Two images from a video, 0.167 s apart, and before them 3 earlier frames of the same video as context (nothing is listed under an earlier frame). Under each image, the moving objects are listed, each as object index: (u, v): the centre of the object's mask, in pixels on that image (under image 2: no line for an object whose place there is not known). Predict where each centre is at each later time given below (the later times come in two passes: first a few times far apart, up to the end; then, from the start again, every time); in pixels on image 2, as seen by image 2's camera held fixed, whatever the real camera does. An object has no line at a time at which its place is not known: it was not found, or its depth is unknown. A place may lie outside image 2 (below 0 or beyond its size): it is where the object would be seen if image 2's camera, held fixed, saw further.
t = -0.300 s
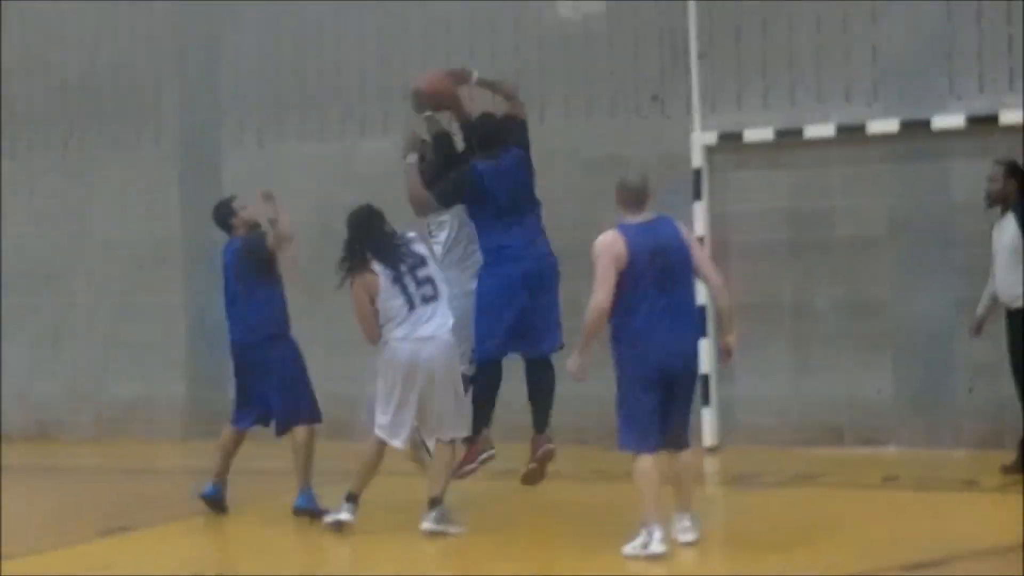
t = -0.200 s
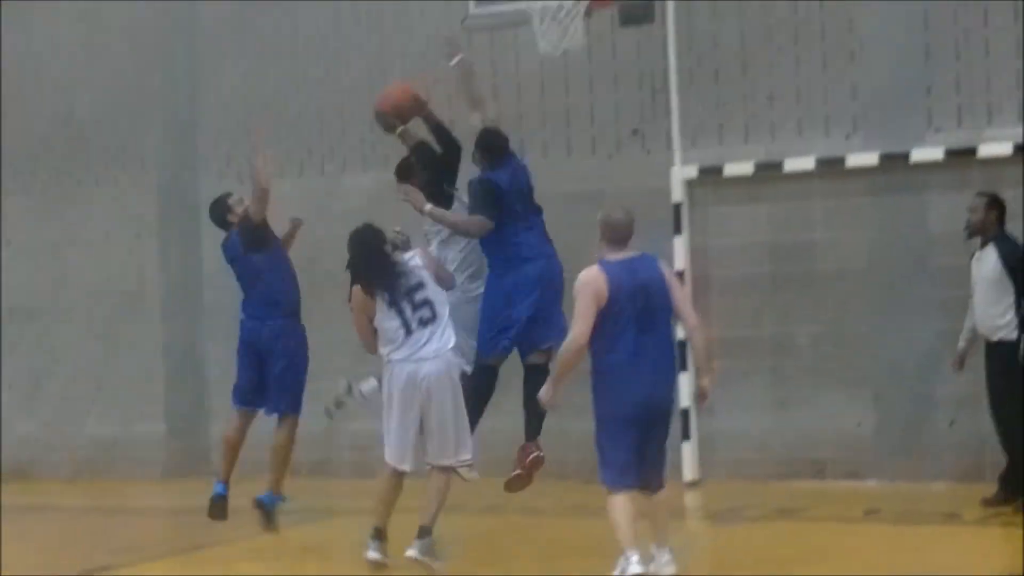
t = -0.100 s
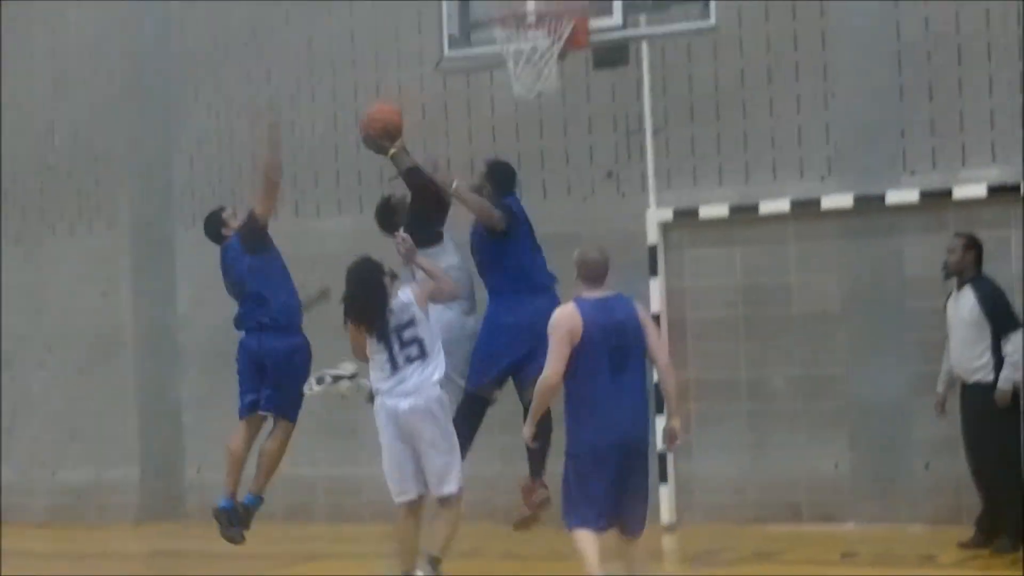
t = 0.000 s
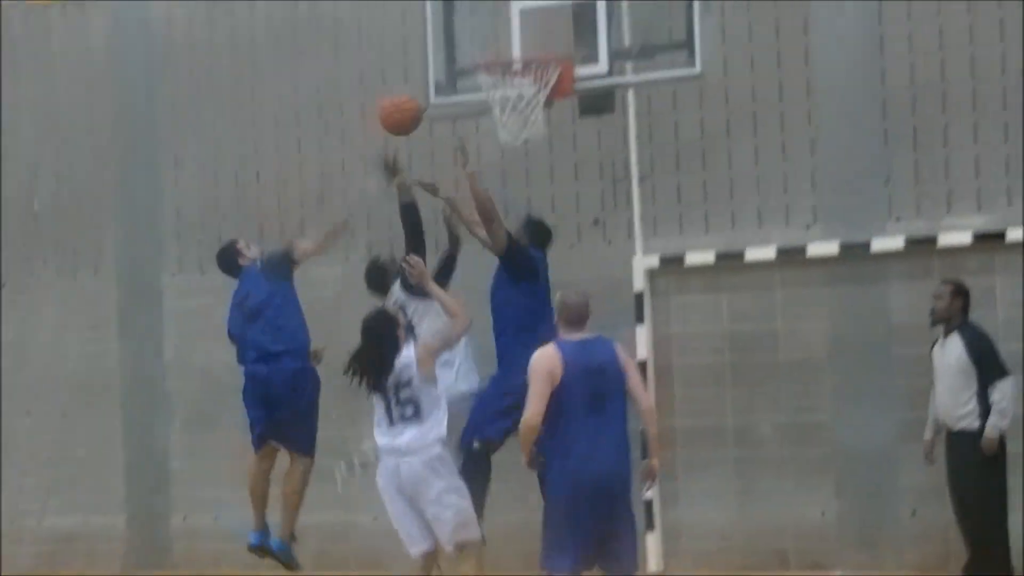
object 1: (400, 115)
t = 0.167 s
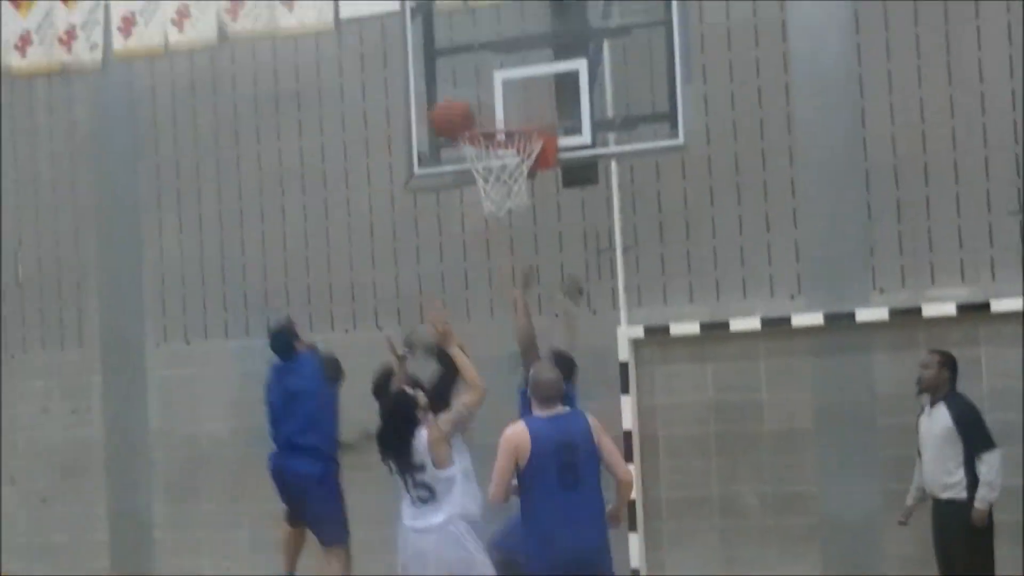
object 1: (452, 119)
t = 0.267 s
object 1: (470, 109)
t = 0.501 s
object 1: (487, 108)
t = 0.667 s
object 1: (506, 147)
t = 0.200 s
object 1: (465, 111)
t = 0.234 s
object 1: (467, 110)
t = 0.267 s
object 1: (470, 109)
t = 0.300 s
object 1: (472, 110)
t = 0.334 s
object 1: (475, 113)
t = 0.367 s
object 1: (477, 114)
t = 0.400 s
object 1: (480, 112)
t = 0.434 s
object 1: (482, 109)
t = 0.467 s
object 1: (485, 108)
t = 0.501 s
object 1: (487, 108)
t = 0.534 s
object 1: (488, 109)
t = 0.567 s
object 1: (493, 113)
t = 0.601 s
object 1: (495, 117)
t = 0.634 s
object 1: (498, 122)
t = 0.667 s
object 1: (506, 147)
